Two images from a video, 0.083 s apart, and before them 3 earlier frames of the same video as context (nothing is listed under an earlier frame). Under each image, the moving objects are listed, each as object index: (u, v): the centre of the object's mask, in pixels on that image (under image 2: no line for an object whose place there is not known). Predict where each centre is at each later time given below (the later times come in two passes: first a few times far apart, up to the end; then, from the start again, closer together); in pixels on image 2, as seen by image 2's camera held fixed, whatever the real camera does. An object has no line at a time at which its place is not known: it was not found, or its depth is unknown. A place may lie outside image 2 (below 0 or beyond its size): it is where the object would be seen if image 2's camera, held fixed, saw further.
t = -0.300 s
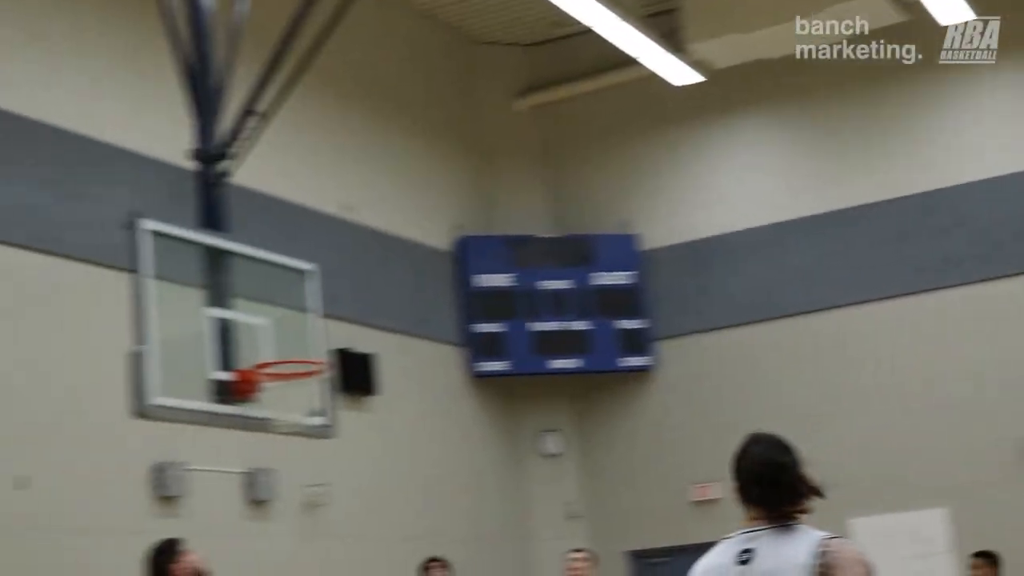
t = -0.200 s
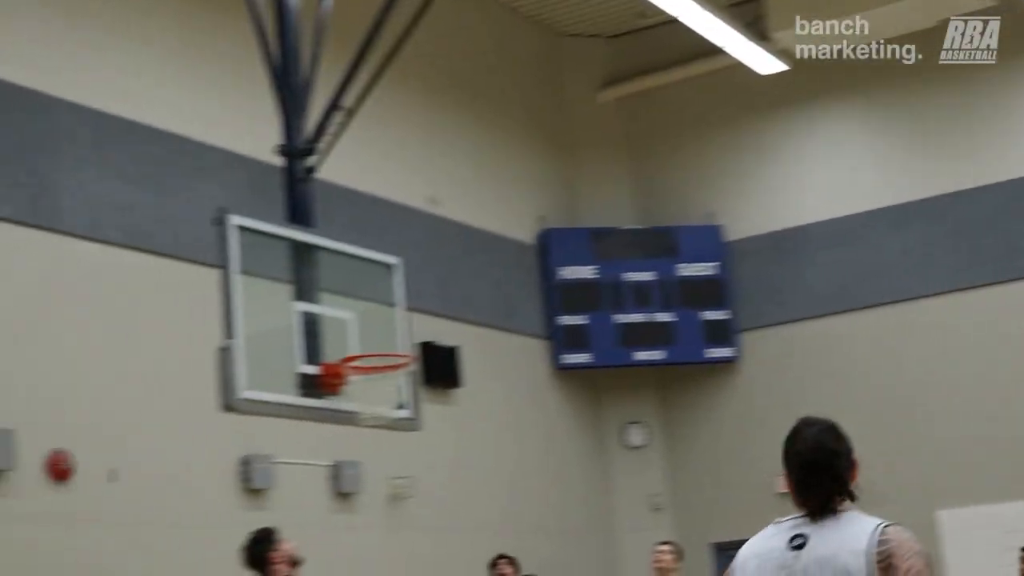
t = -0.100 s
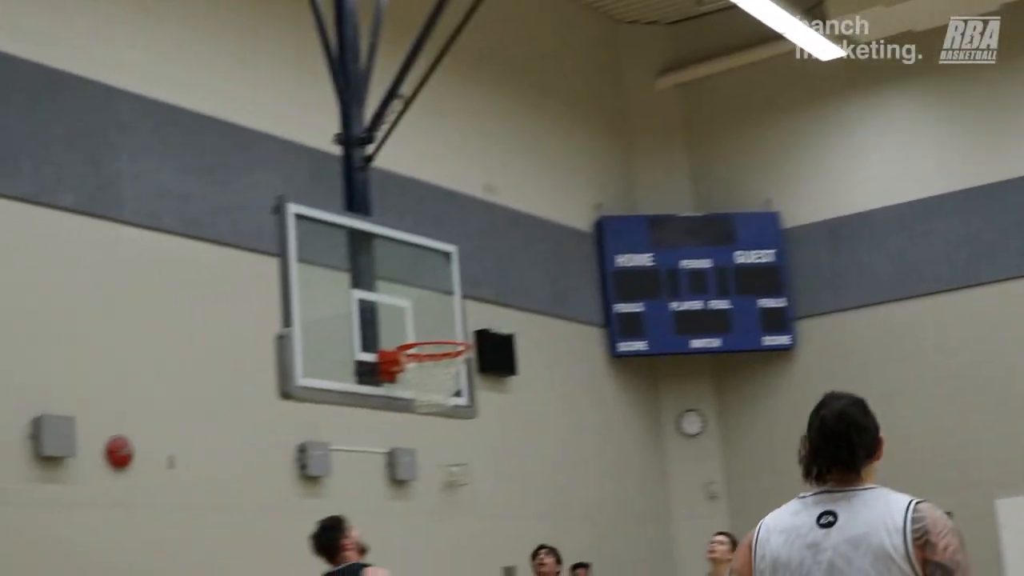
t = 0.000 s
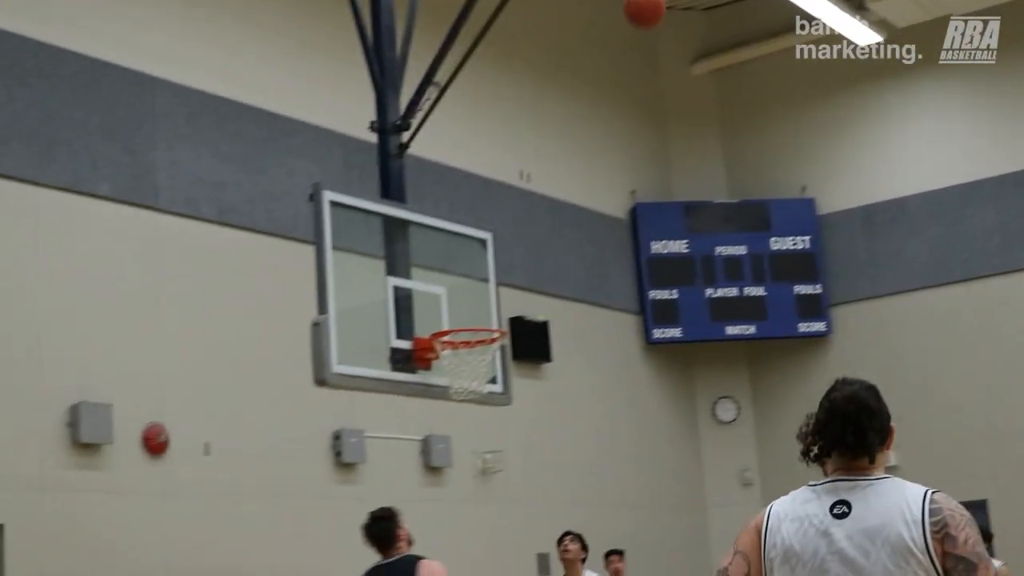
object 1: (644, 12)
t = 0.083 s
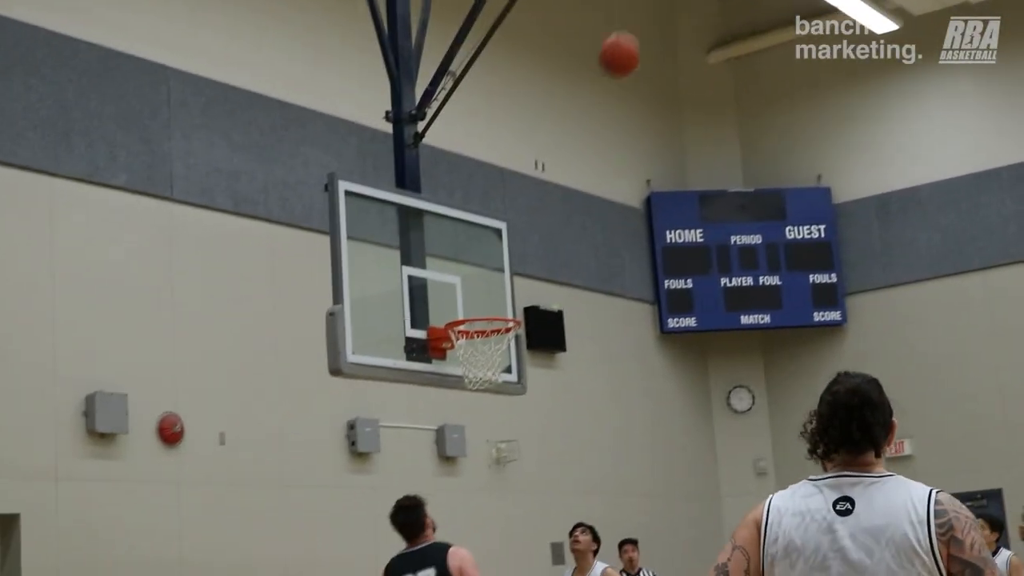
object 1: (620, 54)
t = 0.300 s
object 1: (525, 244)
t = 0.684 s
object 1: (434, 445)
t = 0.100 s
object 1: (611, 67)
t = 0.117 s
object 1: (604, 80)
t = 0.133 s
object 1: (596, 93)
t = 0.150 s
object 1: (589, 107)
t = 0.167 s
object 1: (581, 122)
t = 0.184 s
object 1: (573, 137)
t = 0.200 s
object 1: (566, 152)
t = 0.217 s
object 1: (559, 166)
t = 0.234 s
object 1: (551, 183)
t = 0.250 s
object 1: (543, 198)
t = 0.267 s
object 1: (537, 213)
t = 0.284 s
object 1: (531, 229)
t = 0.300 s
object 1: (525, 244)
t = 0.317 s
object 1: (519, 261)
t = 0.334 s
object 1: (512, 278)
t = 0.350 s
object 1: (506, 294)
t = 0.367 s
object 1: (499, 308)
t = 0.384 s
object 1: (492, 331)
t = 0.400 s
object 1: (485, 348)
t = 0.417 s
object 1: (482, 359)
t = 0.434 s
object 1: (478, 364)
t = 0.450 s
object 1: (474, 367)
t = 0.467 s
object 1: (472, 372)
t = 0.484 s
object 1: (469, 376)
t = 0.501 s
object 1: (465, 378)
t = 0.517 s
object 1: (462, 381)
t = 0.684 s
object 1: (434, 445)
